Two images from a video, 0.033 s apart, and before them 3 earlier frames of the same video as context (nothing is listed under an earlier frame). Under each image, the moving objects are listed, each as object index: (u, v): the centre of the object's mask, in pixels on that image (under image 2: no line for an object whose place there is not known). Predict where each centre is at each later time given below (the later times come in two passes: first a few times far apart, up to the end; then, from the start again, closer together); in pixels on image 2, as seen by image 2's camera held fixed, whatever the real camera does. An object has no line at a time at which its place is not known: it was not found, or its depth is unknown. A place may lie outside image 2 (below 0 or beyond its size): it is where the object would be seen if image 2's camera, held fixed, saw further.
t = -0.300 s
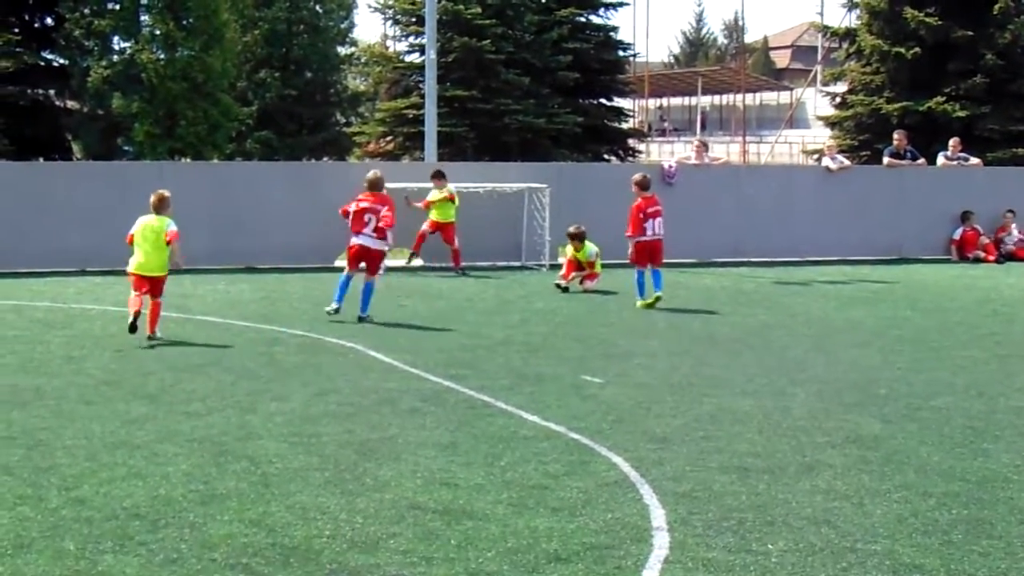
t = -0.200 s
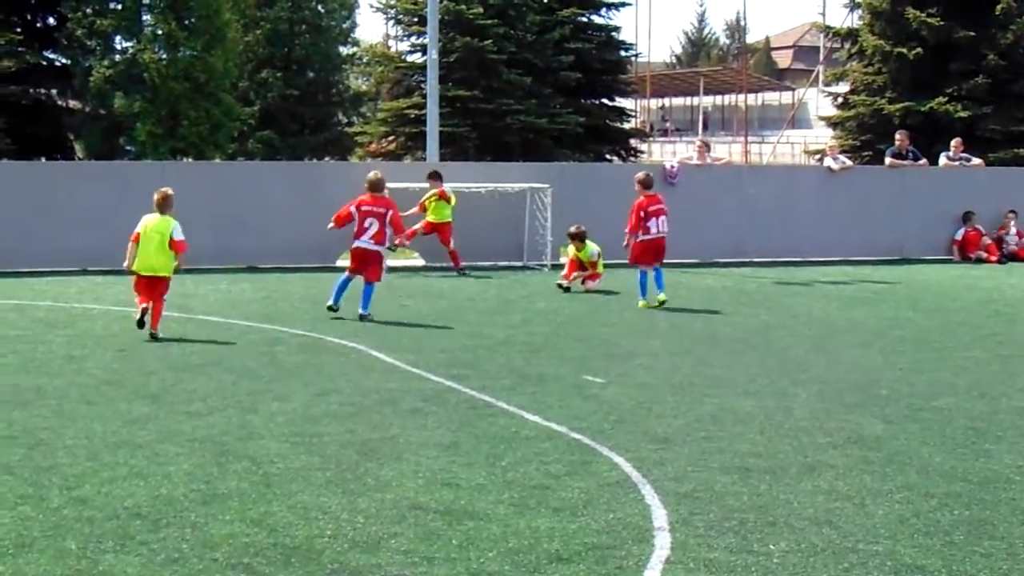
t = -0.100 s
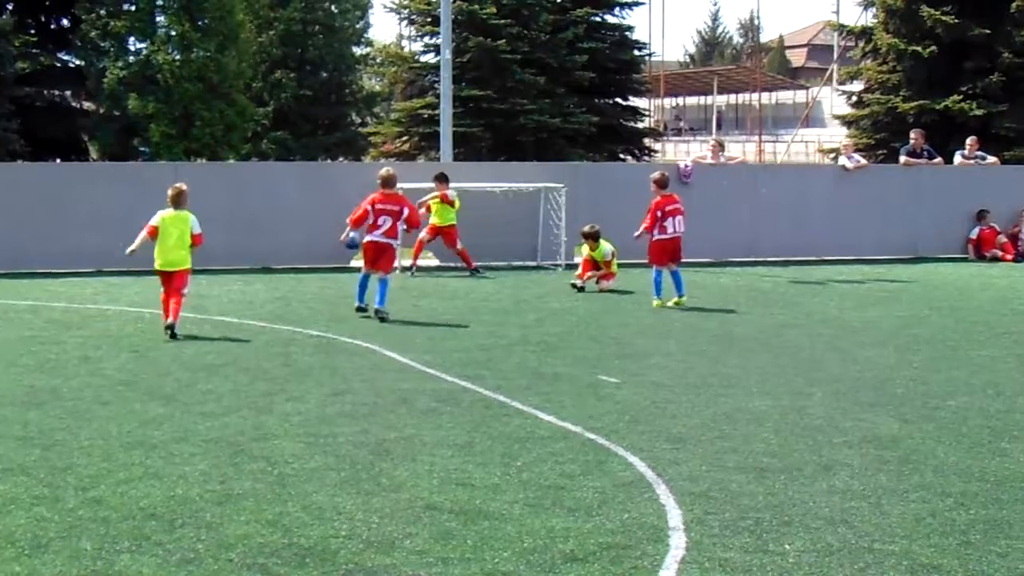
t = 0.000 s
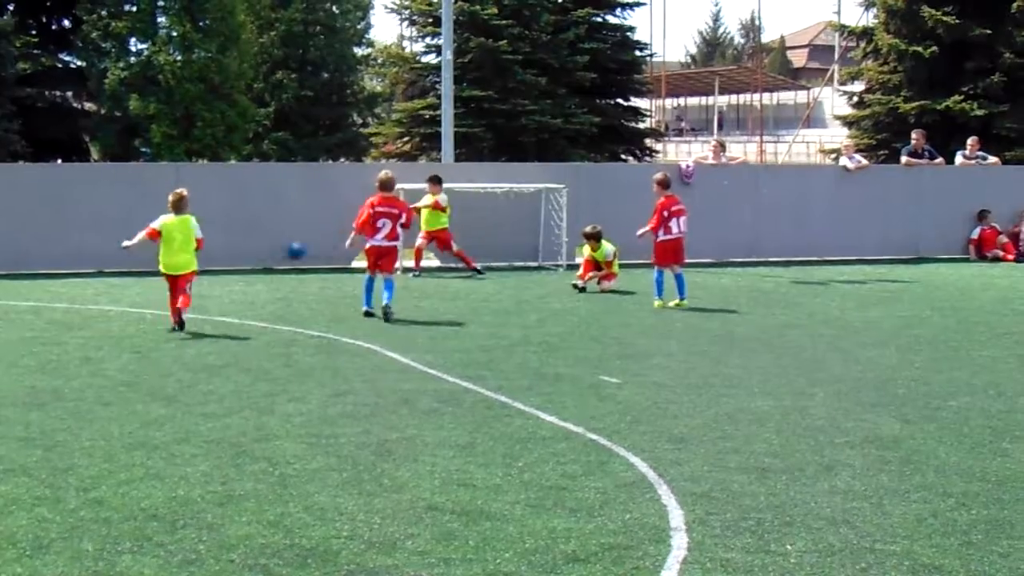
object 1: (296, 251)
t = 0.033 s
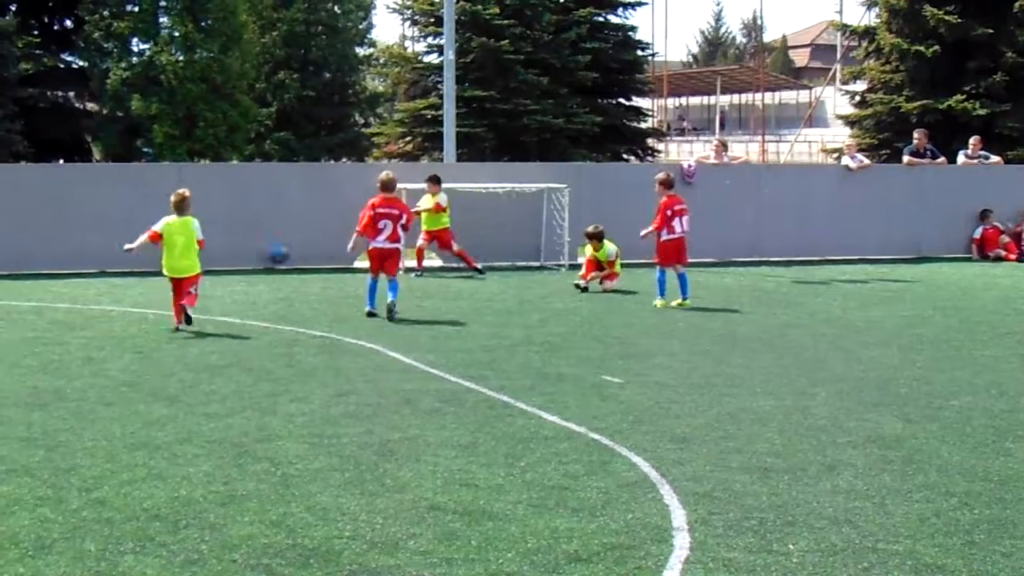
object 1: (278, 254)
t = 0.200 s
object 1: (212, 260)
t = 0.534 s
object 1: (114, 259)
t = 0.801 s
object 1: (42, 266)
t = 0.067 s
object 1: (259, 258)
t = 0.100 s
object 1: (244, 262)
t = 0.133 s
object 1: (230, 259)
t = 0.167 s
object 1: (222, 259)
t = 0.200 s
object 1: (212, 260)
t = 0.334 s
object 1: (168, 259)
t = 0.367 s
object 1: (163, 262)
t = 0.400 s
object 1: (152, 265)
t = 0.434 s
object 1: (143, 262)
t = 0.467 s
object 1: (135, 262)
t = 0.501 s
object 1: (124, 259)
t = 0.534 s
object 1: (114, 259)
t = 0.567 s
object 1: (104, 259)
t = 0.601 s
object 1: (98, 260)
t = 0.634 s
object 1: (87, 264)
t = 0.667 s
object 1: (76, 266)
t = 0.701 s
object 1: (67, 266)
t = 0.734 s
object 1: (58, 266)
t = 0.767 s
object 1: (51, 266)
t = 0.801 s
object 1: (42, 266)
